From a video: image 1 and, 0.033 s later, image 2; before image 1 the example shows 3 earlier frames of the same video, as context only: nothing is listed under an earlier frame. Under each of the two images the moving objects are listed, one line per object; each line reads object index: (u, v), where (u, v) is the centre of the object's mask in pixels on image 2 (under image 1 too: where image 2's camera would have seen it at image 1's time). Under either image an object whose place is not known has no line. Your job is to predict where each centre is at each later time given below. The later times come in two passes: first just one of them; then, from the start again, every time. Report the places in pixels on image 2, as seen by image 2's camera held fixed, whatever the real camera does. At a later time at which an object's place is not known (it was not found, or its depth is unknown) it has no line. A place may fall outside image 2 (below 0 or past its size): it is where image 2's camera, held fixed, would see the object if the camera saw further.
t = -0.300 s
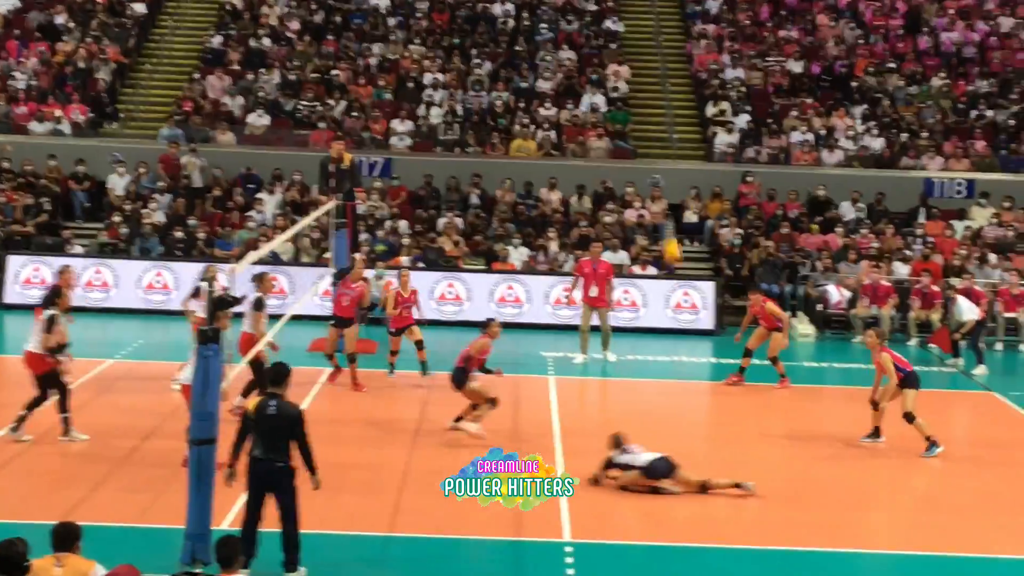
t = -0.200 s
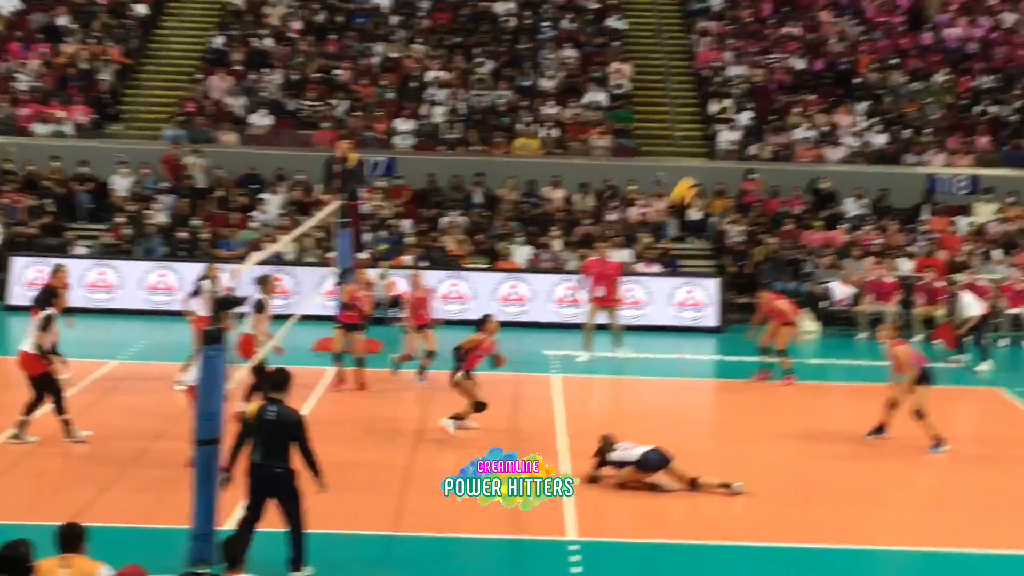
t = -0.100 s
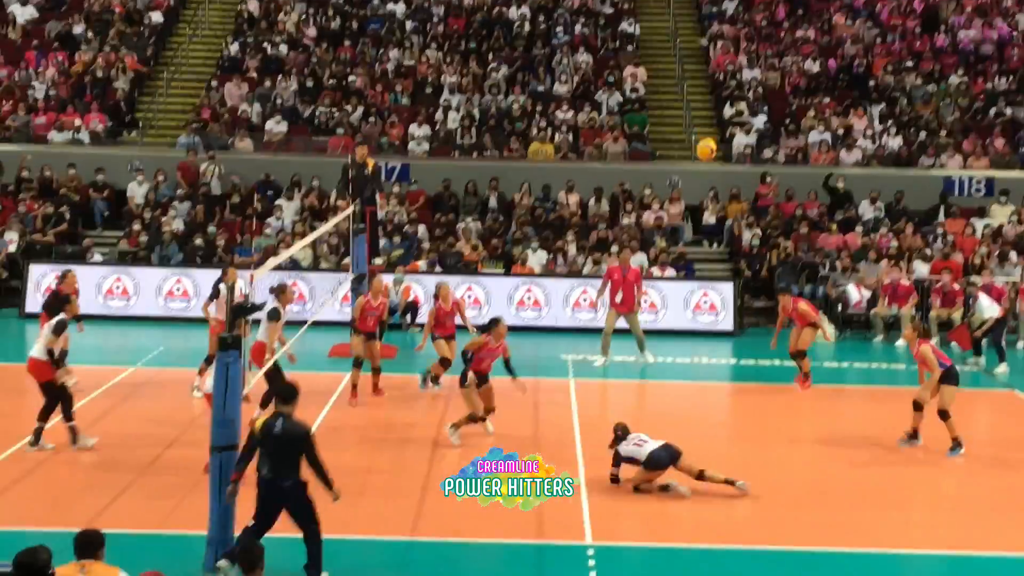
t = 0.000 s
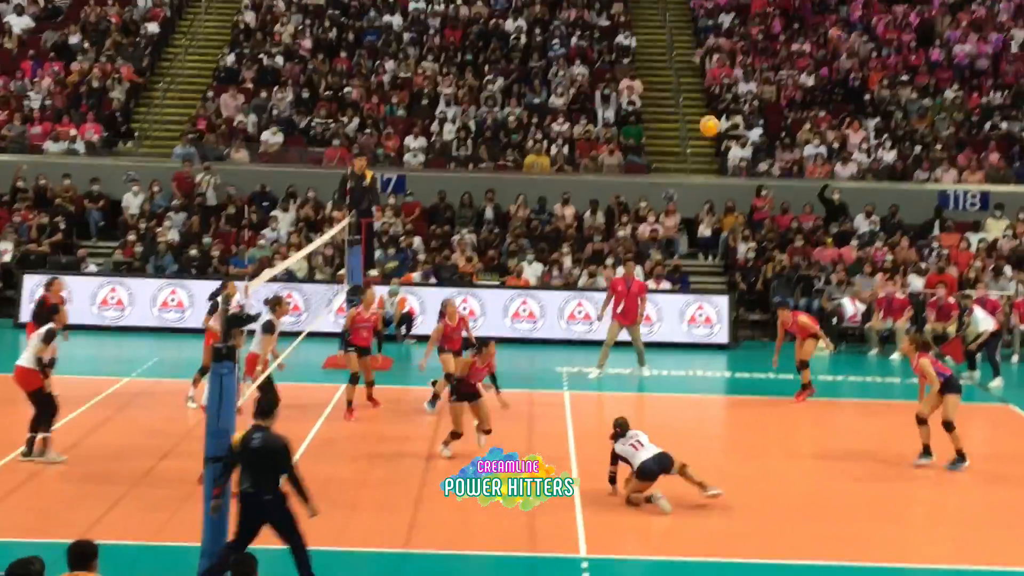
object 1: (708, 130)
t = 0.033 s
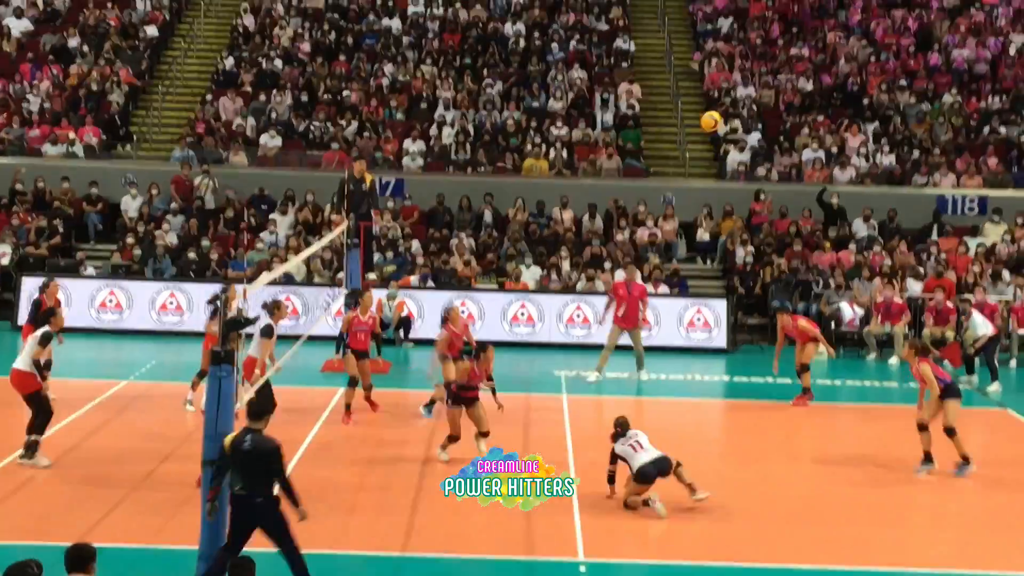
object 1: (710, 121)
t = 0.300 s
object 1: (731, 83)
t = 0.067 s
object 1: (713, 112)
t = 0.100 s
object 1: (716, 105)
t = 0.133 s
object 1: (719, 100)
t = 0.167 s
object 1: (722, 94)
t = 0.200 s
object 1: (724, 90)
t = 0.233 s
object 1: (727, 88)
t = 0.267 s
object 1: (730, 84)
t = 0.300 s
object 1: (731, 83)
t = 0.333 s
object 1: (733, 83)
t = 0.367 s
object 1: (736, 83)
